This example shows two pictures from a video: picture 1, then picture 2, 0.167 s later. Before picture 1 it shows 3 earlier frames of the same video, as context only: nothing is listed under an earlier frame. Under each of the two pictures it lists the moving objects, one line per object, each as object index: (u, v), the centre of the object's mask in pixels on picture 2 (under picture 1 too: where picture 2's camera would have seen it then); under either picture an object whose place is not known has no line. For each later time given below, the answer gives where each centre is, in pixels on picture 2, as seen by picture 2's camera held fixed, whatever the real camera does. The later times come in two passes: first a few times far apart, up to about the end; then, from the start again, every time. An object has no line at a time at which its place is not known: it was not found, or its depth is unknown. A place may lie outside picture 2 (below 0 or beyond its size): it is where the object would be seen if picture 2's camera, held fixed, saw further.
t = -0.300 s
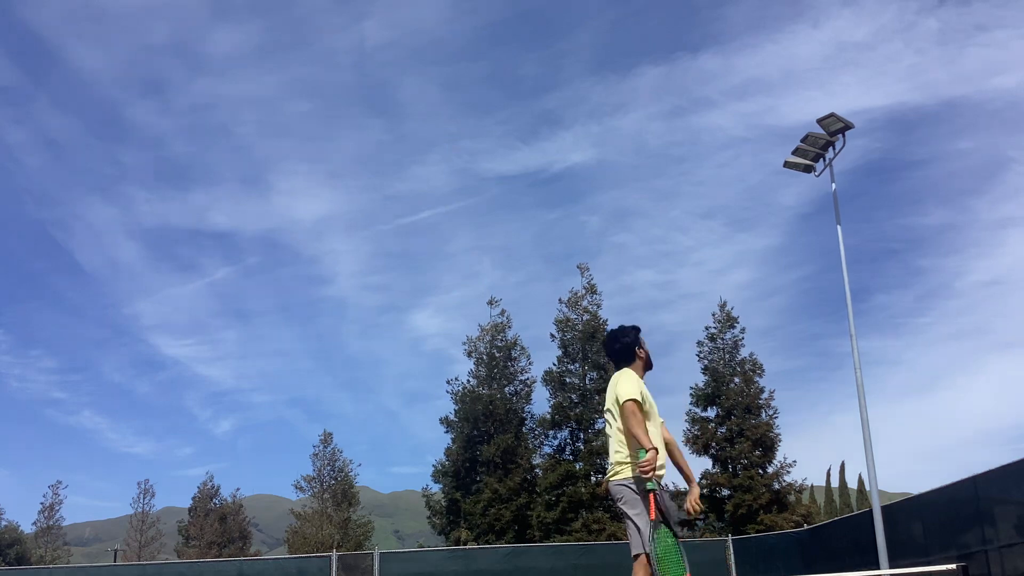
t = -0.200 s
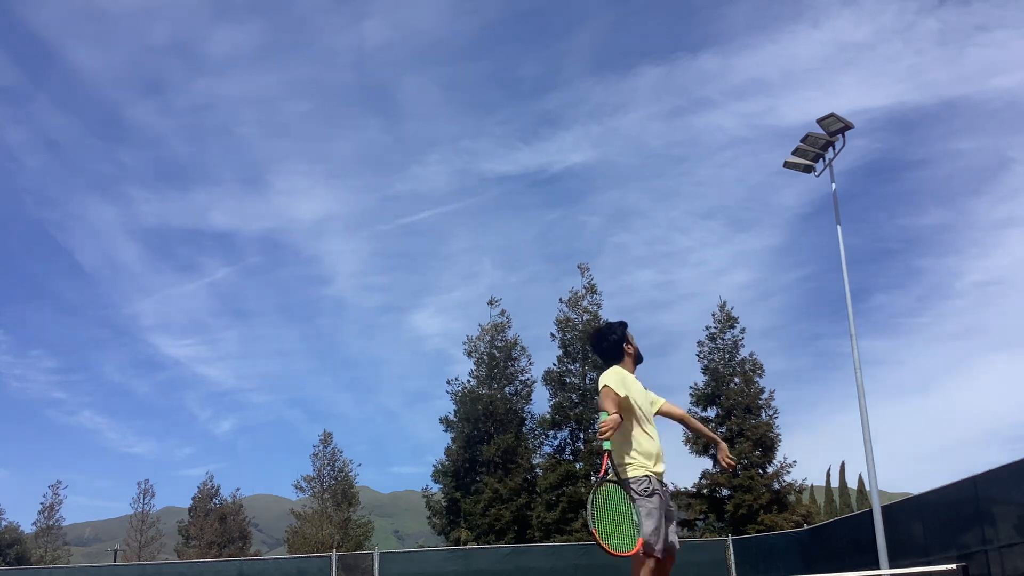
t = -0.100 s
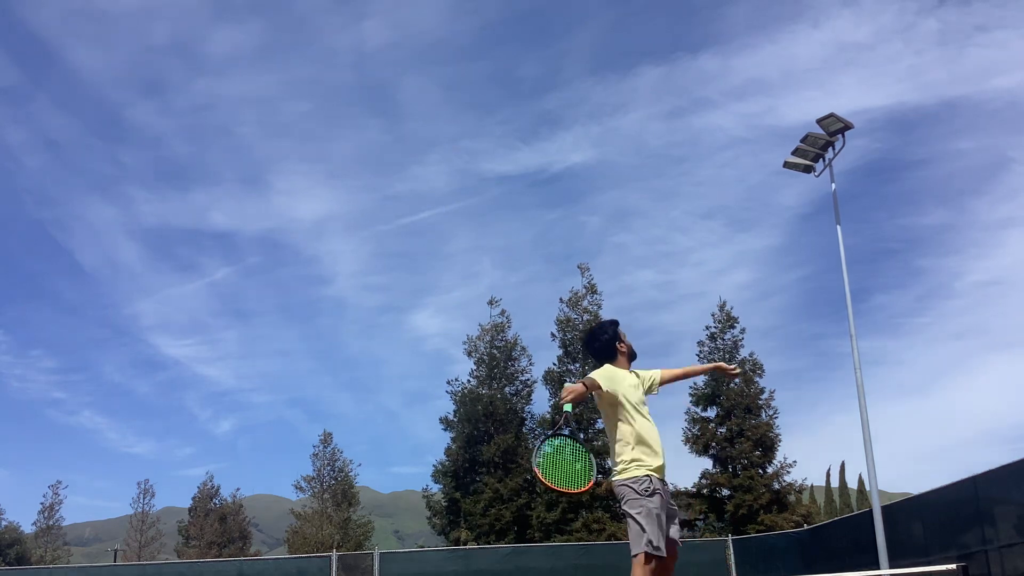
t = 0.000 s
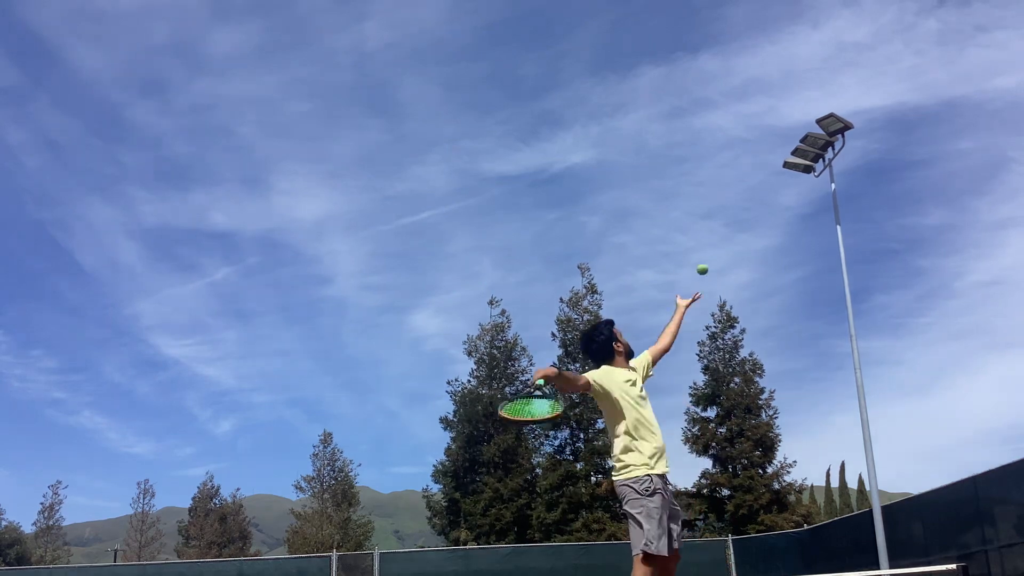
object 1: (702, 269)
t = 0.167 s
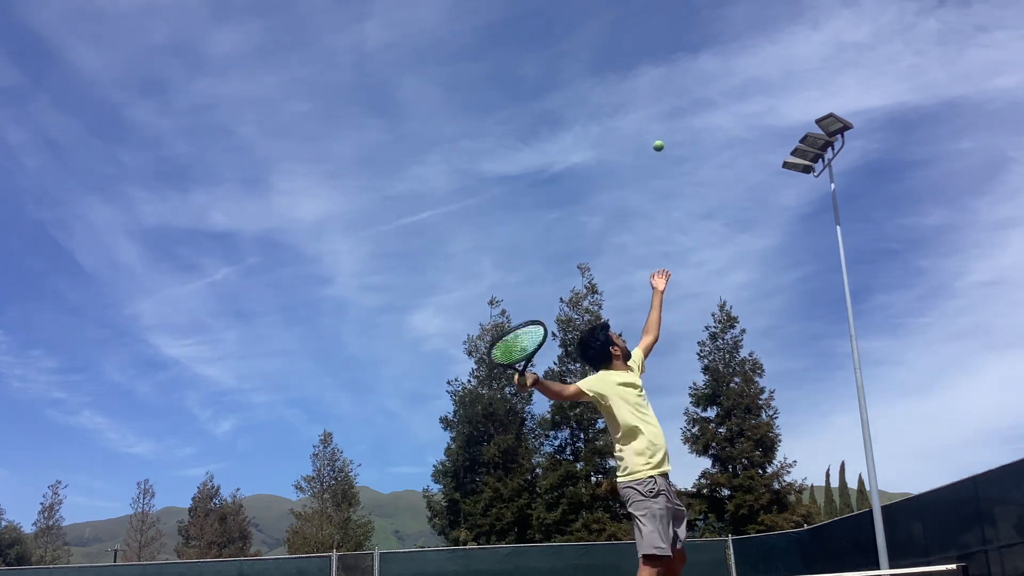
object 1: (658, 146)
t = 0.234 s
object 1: (643, 111)
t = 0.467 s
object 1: (602, 44)
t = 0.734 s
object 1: (574, 66)
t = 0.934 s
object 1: (563, 153)
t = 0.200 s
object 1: (650, 127)
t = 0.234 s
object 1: (643, 111)
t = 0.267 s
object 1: (636, 96)
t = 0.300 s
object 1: (630, 83)
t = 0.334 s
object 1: (624, 72)
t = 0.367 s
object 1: (618, 62)
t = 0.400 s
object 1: (612, 54)
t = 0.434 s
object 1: (607, 48)
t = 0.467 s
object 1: (602, 44)
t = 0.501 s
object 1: (598, 41)
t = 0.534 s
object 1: (594, 40)
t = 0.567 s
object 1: (590, 40)
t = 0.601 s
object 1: (586, 42)
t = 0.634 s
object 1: (582, 46)
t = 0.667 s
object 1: (579, 51)
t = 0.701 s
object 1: (577, 58)
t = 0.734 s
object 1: (574, 66)
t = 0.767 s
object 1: (571, 77)
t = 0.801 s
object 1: (569, 88)
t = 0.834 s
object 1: (568, 102)
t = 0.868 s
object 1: (566, 117)
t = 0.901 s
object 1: (564, 134)
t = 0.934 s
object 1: (563, 153)
